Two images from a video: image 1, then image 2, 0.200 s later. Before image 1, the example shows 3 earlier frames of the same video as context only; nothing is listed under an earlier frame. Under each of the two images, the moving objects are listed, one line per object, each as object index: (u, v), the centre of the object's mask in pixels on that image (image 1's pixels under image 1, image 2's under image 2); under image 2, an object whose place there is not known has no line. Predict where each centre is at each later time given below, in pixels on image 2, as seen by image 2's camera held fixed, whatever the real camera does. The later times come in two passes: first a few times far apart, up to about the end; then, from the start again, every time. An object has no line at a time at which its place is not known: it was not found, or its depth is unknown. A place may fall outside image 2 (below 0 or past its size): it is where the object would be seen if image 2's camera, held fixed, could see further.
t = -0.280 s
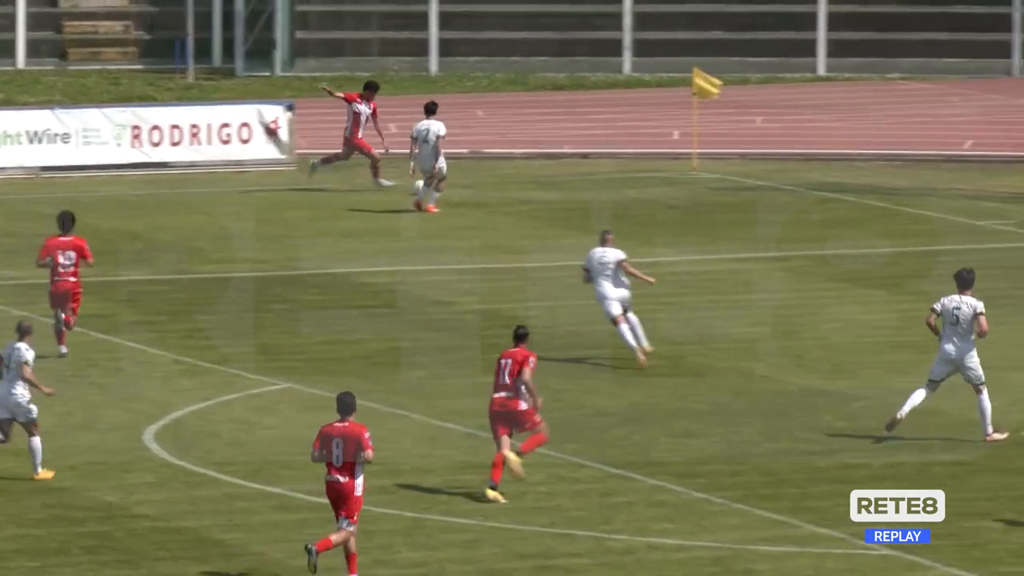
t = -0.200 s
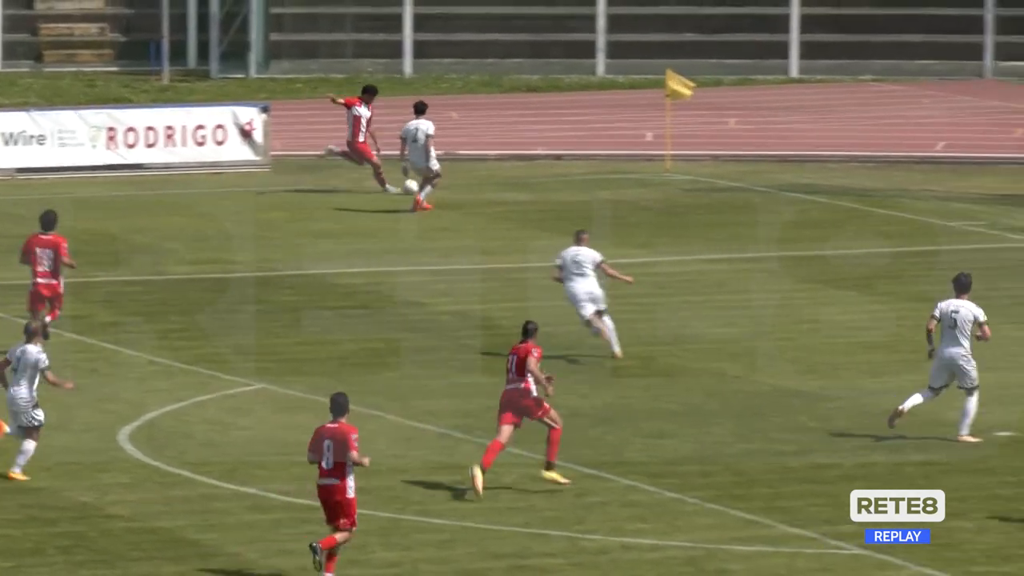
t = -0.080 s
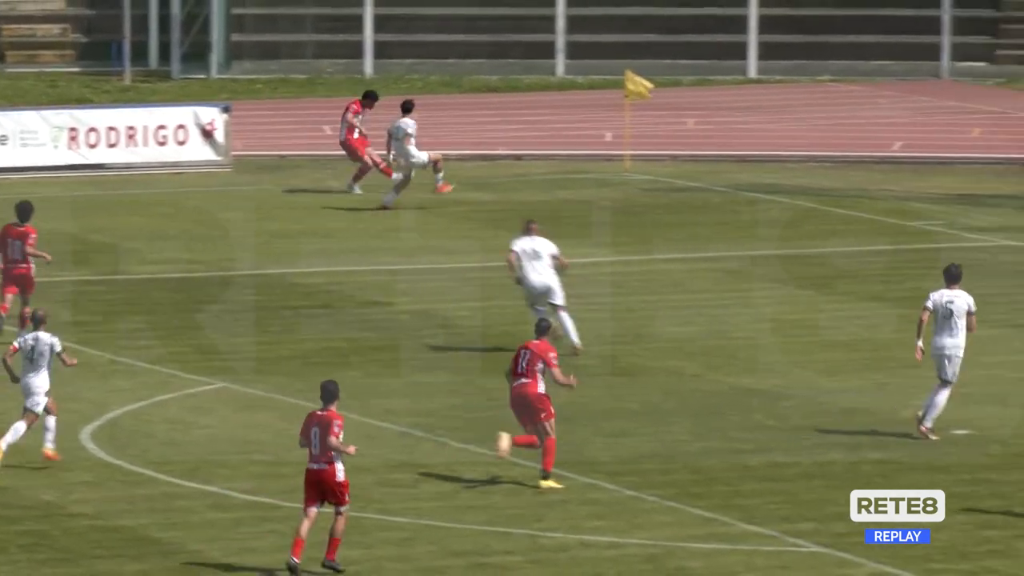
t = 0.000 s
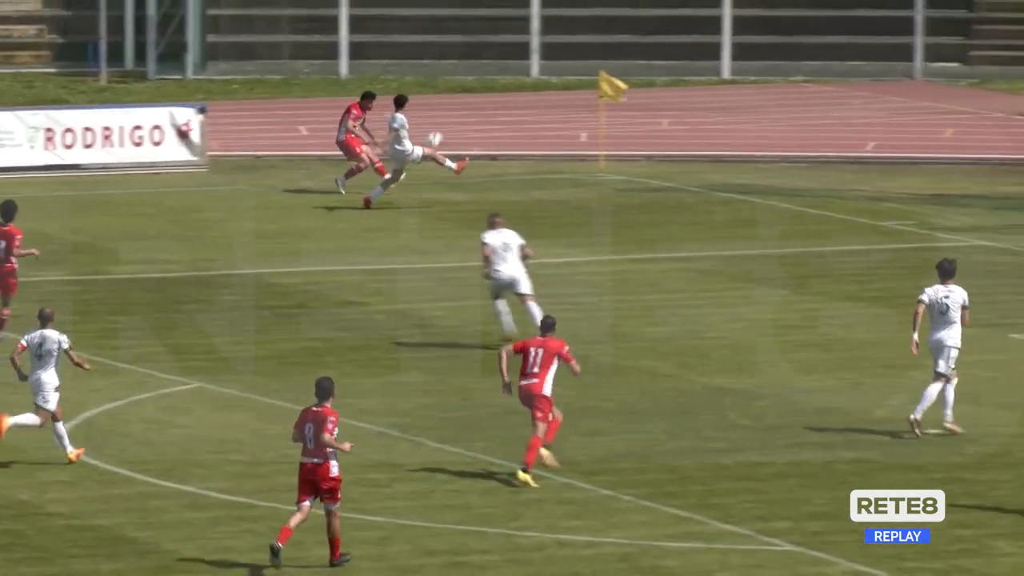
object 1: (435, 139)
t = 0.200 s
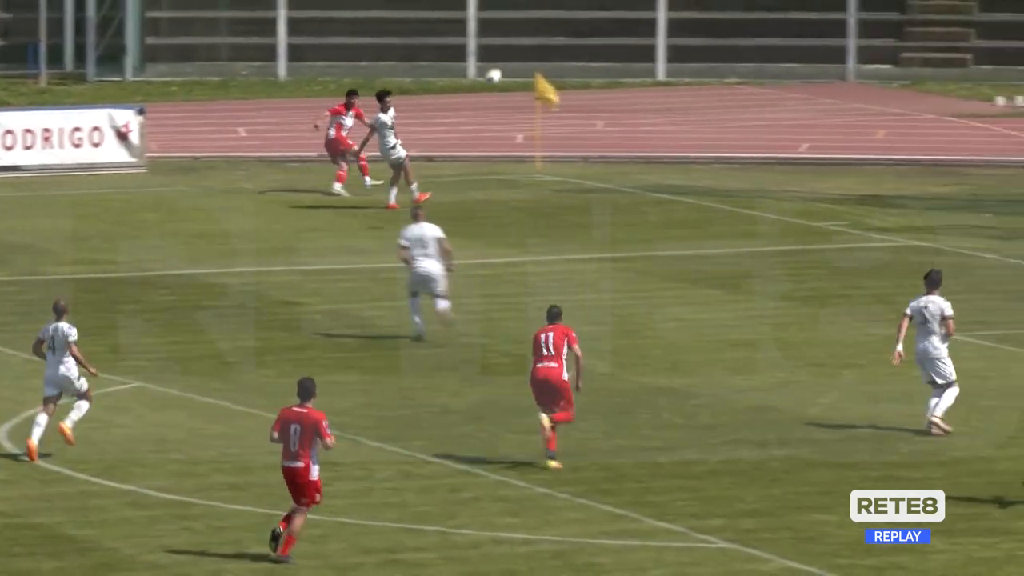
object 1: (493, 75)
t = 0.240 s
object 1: (517, 67)
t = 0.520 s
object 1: (663, 36)
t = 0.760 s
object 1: (779, 55)
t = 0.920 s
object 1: (854, 97)
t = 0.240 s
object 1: (517, 67)
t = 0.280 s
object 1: (538, 59)
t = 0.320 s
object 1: (558, 54)
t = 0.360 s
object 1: (580, 48)
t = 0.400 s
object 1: (602, 43)
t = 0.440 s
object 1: (623, 39)
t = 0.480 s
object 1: (643, 37)
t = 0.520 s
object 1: (663, 36)
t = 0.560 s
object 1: (682, 36)
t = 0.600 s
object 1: (701, 36)
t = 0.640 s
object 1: (720, 39)
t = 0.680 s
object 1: (740, 43)
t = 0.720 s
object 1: (760, 47)
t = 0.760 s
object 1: (779, 55)
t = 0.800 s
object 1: (799, 62)
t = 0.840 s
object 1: (818, 71)
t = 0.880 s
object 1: (836, 84)
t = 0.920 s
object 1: (854, 97)
